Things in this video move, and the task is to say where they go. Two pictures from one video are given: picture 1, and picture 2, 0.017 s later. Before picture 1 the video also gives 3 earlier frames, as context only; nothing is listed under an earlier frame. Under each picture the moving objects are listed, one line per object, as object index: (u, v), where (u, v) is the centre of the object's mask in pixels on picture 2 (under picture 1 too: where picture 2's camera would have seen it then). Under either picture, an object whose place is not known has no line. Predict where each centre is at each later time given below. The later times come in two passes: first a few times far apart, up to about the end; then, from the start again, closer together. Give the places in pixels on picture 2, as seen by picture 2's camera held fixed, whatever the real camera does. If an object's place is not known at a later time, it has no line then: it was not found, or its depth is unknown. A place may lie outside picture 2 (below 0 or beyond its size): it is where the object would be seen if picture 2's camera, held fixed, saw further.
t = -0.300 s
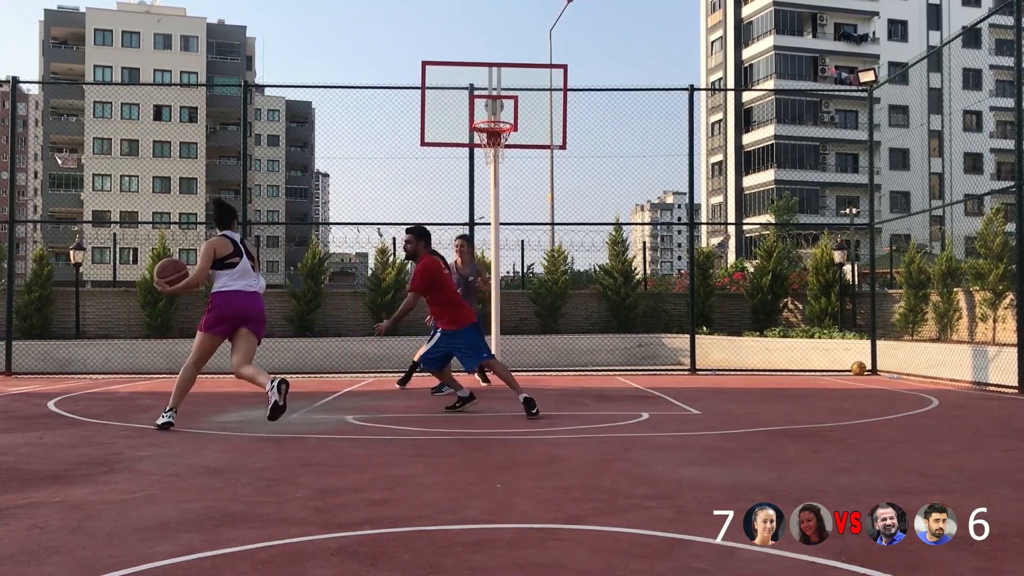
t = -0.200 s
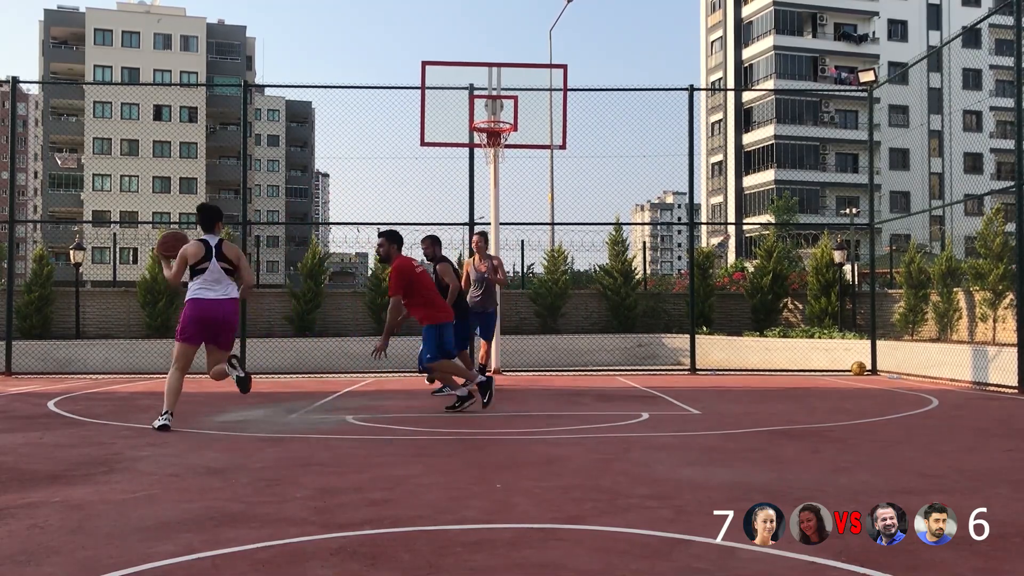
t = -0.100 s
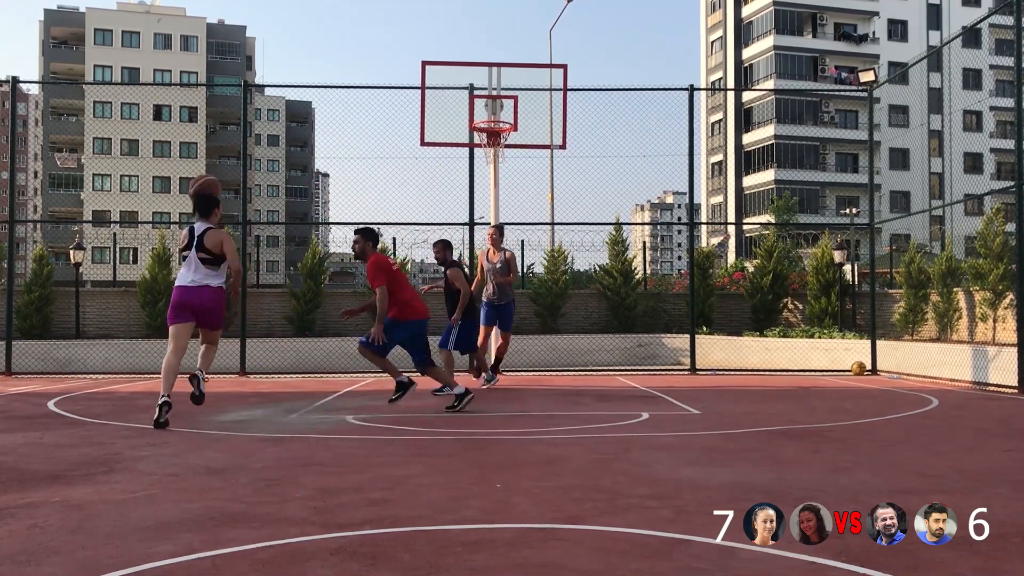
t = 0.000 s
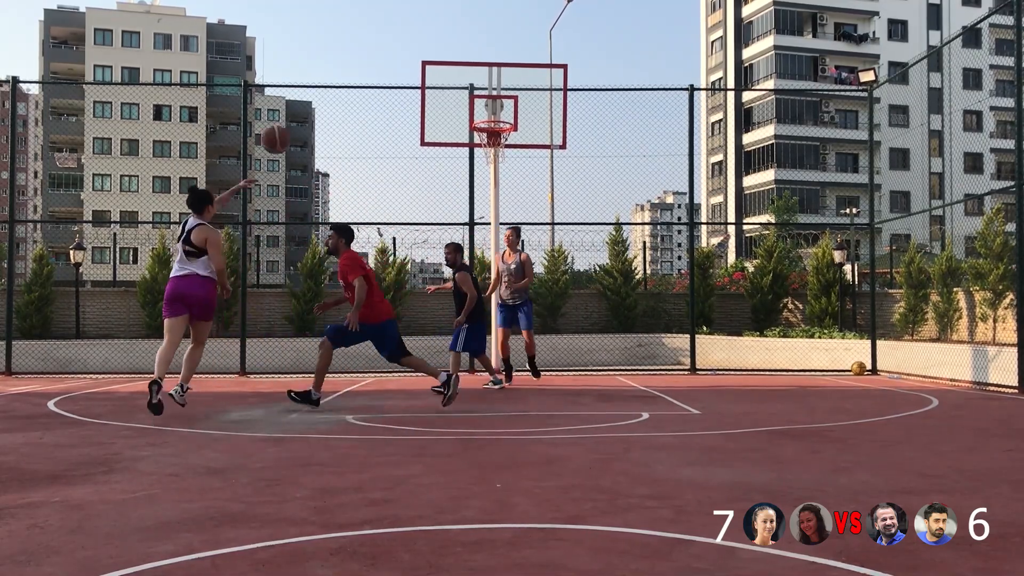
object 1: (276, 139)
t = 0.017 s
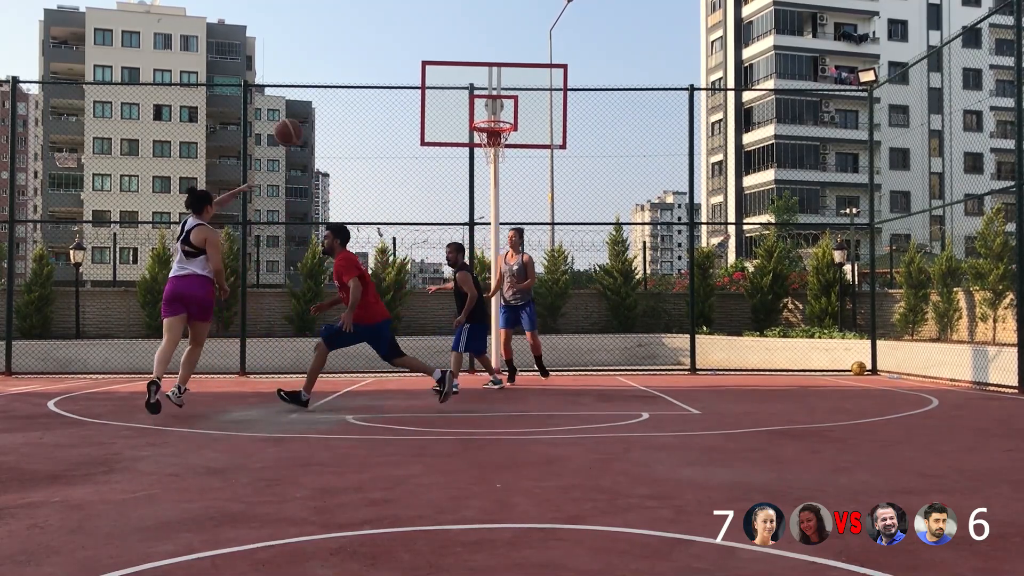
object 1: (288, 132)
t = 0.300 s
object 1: (477, 80)
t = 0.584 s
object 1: (623, 113)
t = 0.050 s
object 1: (313, 121)
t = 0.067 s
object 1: (326, 116)
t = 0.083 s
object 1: (338, 111)
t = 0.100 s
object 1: (350, 106)
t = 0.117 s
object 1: (362, 102)
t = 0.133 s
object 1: (373, 99)
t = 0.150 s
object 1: (384, 95)
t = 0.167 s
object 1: (395, 92)
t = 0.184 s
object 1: (406, 89)
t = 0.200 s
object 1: (417, 87)
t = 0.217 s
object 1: (427, 85)
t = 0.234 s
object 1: (438, 84)
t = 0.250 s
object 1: (448, 82)
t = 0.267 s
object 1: (458, 81)
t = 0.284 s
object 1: (468, 81)
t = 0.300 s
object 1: (477, 80)
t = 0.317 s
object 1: (487, 80)
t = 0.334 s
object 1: (497, 80)
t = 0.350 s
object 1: (506, 81)
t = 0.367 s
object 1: (515, 81)
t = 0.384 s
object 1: (524, 82)
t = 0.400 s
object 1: (533, 84)
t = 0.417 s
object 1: (542, 85)
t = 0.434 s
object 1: (550, 87)
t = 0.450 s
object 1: (558, 89)
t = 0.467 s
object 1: (567, 91)
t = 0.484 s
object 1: (575, 94)
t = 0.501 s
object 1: (583, 96)
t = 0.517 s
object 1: (592, 100)
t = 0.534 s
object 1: (599, 103)
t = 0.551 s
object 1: (607, 106)
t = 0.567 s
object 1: (615, 109)
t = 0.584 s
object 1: (623, 113)
